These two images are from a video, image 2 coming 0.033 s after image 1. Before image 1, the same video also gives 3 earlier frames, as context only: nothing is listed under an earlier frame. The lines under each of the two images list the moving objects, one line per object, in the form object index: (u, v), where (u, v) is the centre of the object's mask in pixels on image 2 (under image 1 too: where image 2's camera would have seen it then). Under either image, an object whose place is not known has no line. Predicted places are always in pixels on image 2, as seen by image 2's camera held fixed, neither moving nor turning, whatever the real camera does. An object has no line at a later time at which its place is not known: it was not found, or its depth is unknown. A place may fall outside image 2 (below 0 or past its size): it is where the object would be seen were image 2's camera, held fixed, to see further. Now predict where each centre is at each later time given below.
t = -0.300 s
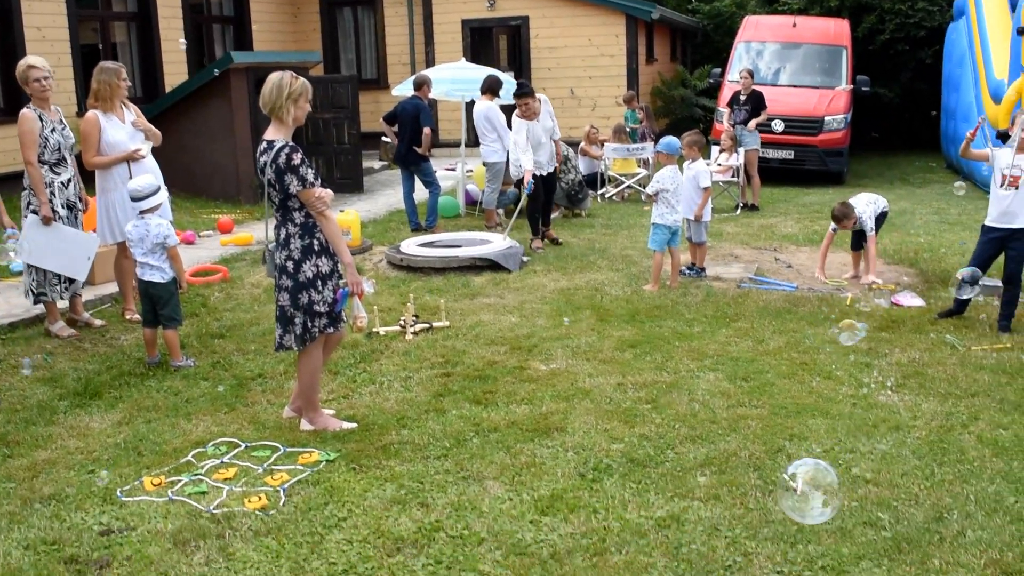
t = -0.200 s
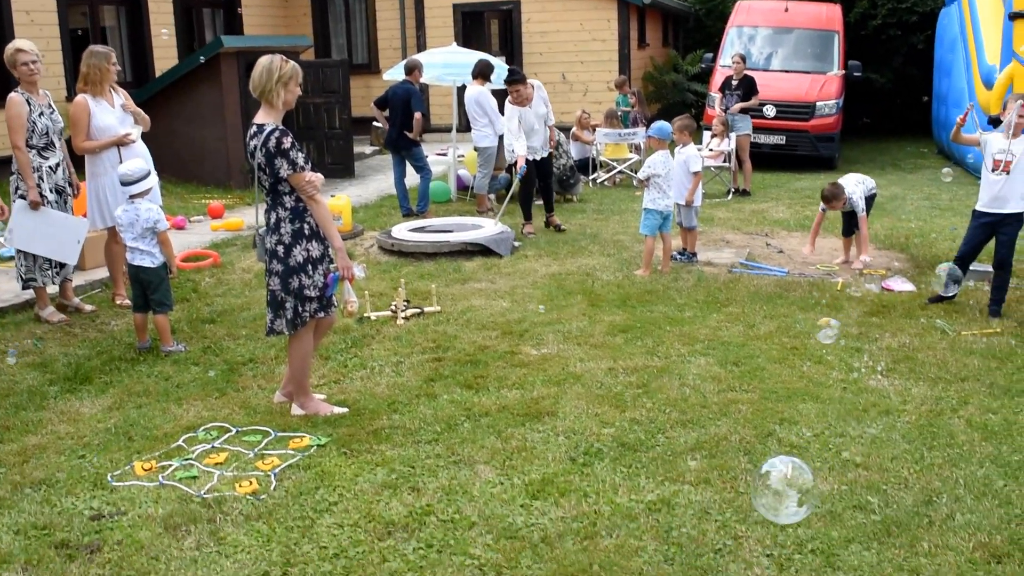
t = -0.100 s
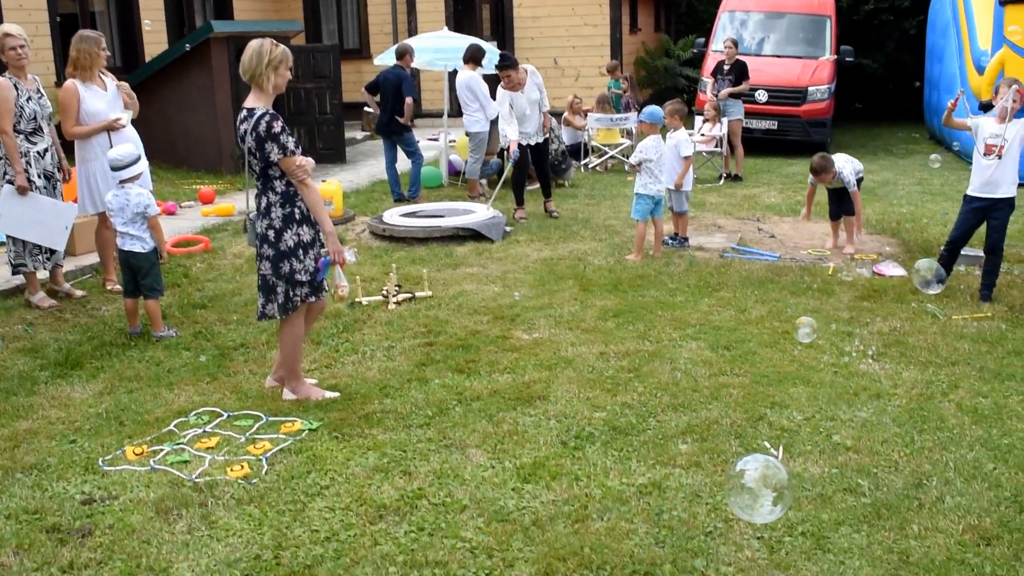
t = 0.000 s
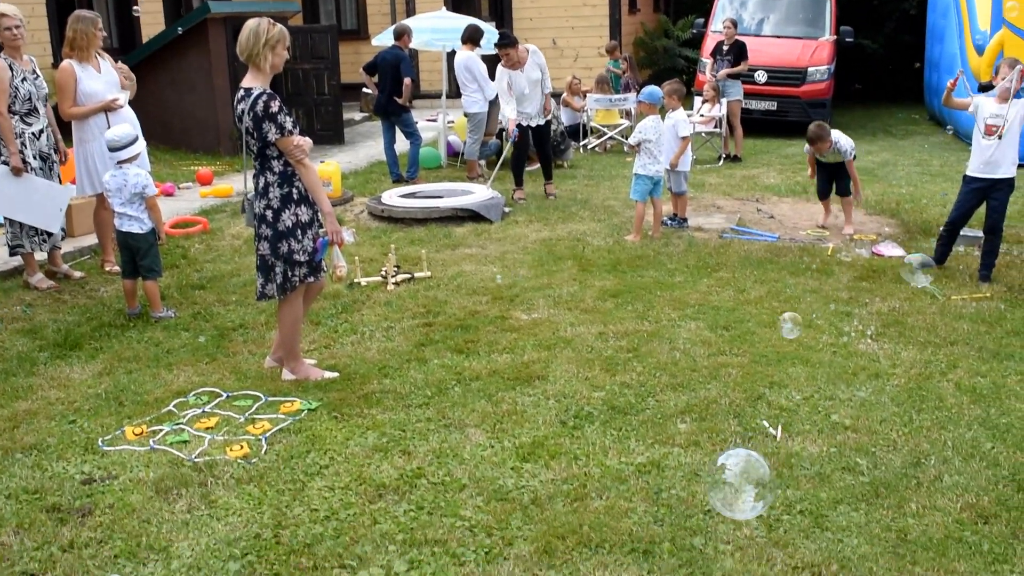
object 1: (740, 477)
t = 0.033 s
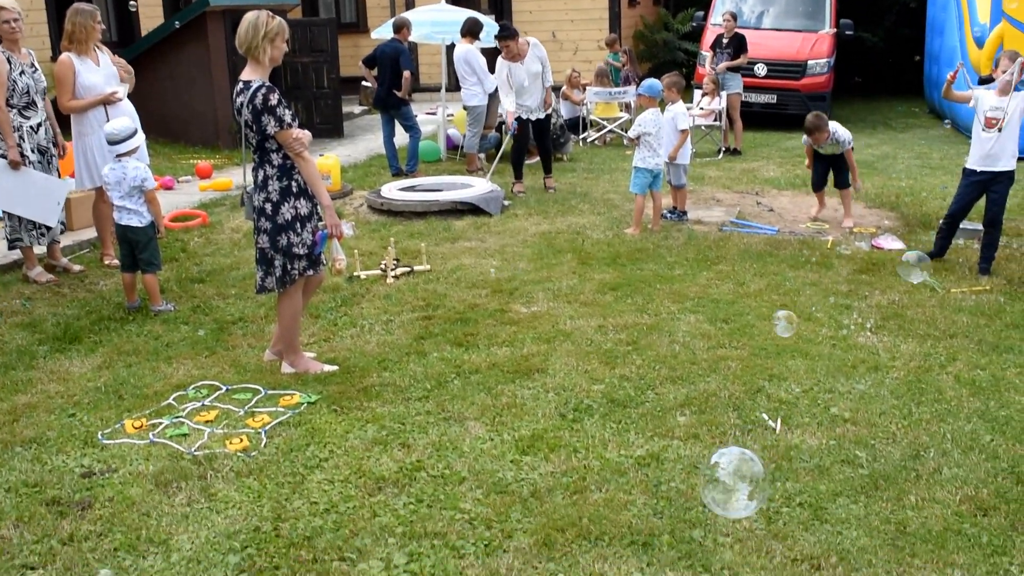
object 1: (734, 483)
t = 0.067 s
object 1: (727, 489)
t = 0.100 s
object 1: (722, 495)
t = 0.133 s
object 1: (715, 501)
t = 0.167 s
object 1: (708, 508)
